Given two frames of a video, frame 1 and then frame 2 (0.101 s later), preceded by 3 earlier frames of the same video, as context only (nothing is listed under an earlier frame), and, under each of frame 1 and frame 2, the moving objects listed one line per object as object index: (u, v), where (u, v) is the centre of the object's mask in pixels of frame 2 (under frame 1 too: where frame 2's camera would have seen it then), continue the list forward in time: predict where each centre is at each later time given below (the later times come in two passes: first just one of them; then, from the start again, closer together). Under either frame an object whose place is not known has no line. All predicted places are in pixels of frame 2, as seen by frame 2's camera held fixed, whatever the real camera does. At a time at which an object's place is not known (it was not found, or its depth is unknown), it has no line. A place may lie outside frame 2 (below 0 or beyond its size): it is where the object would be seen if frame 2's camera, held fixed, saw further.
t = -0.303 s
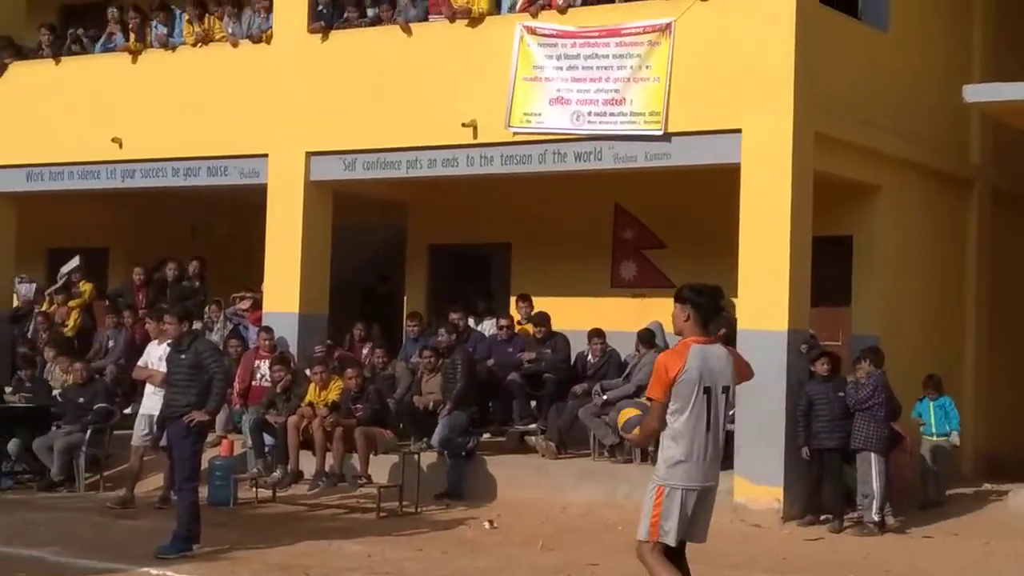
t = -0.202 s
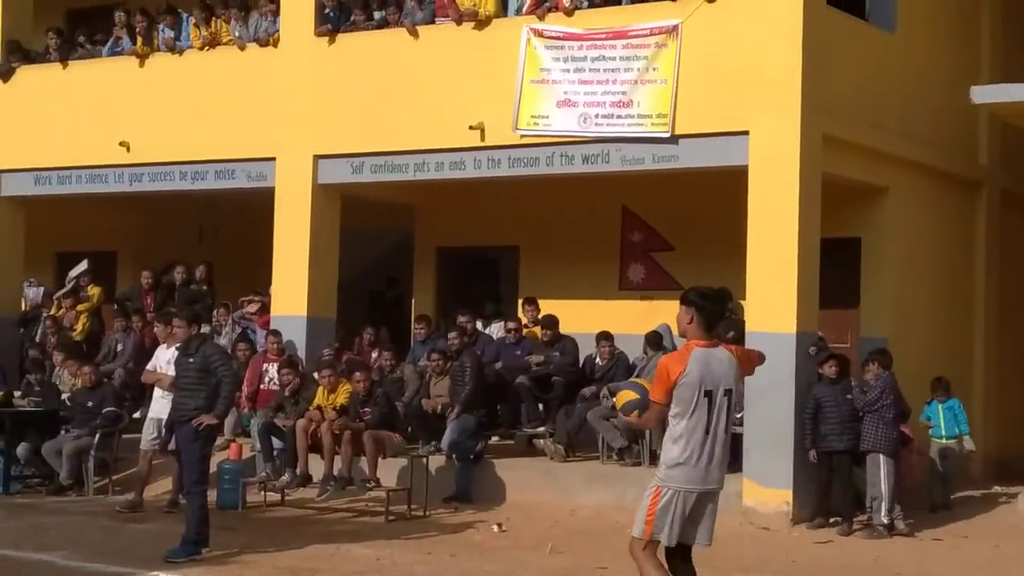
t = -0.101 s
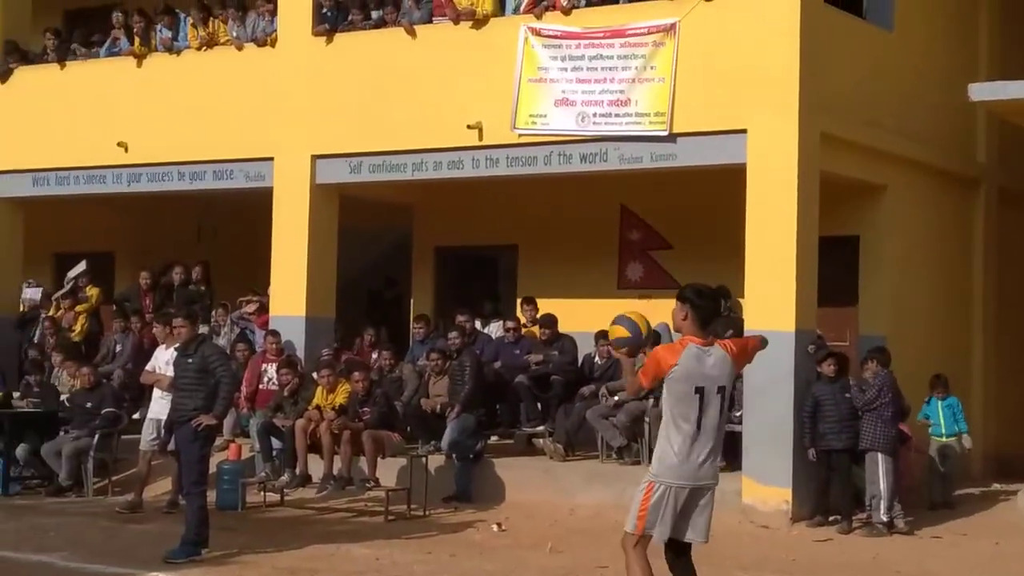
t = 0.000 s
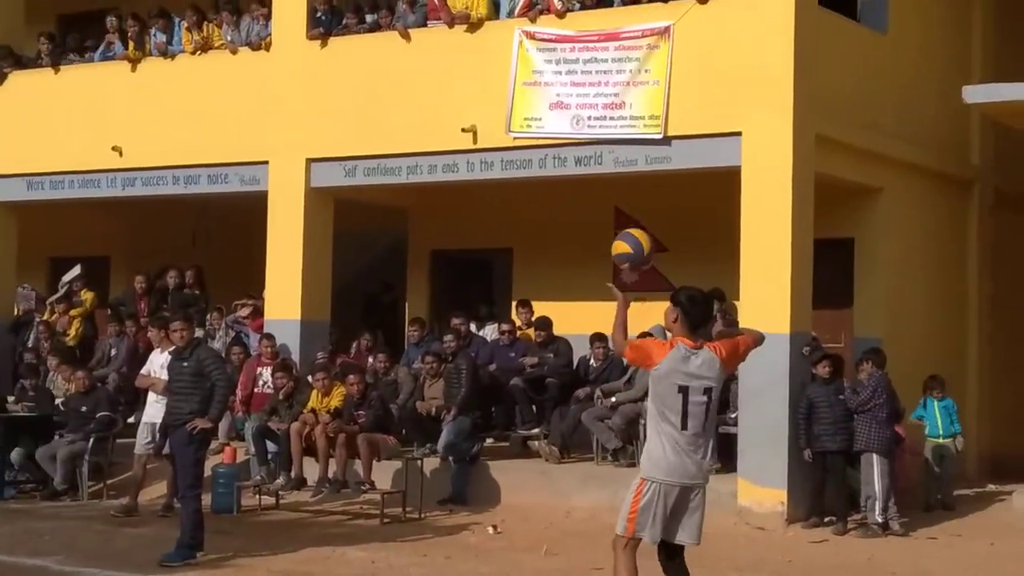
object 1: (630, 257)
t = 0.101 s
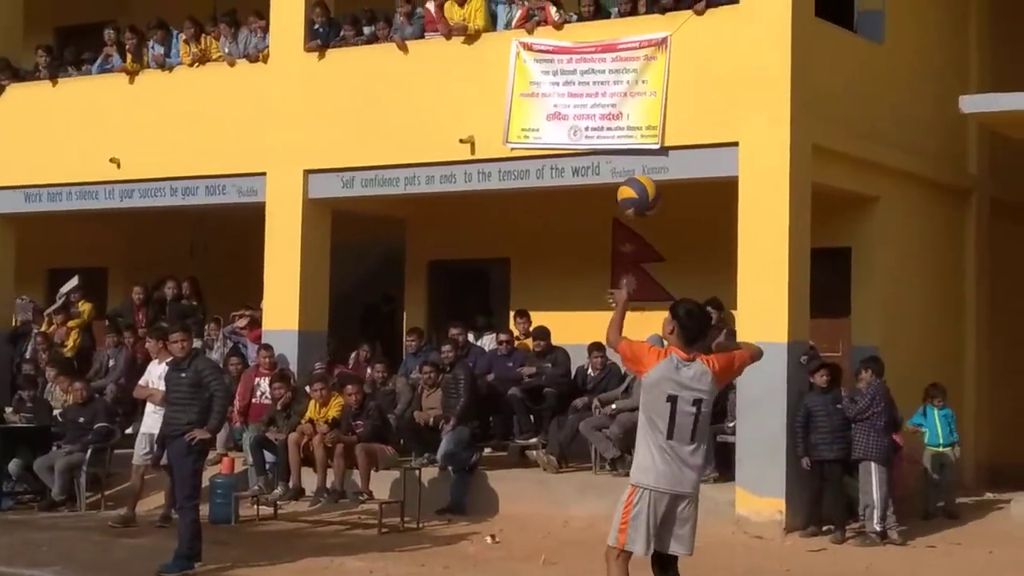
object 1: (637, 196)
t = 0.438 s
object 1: (665, 137)
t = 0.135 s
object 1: (641, 180)
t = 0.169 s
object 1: (644, 165)
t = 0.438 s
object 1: (665, 137)
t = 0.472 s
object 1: (667, 143)
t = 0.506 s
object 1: (669, 150)
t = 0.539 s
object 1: (671, 160)
